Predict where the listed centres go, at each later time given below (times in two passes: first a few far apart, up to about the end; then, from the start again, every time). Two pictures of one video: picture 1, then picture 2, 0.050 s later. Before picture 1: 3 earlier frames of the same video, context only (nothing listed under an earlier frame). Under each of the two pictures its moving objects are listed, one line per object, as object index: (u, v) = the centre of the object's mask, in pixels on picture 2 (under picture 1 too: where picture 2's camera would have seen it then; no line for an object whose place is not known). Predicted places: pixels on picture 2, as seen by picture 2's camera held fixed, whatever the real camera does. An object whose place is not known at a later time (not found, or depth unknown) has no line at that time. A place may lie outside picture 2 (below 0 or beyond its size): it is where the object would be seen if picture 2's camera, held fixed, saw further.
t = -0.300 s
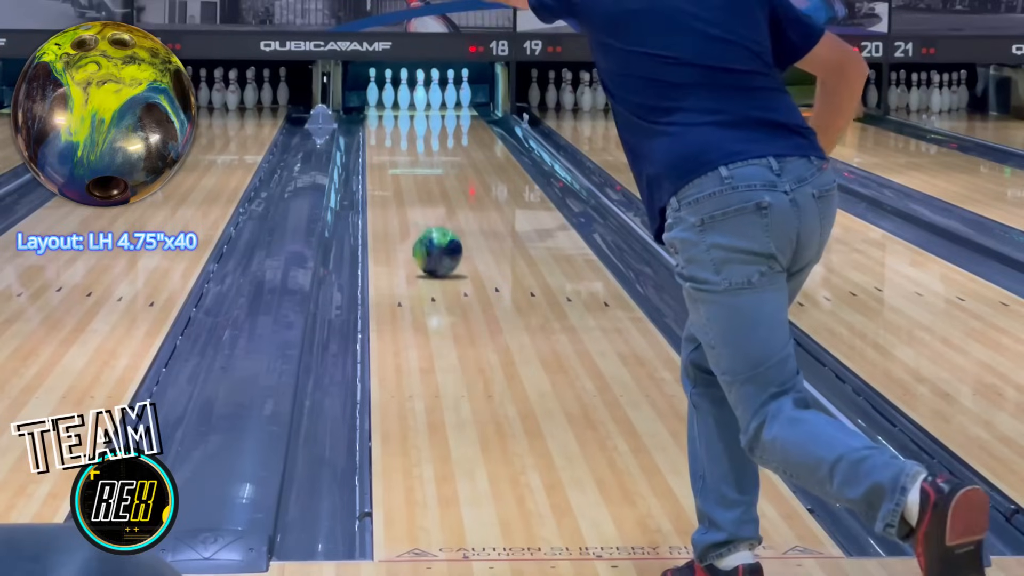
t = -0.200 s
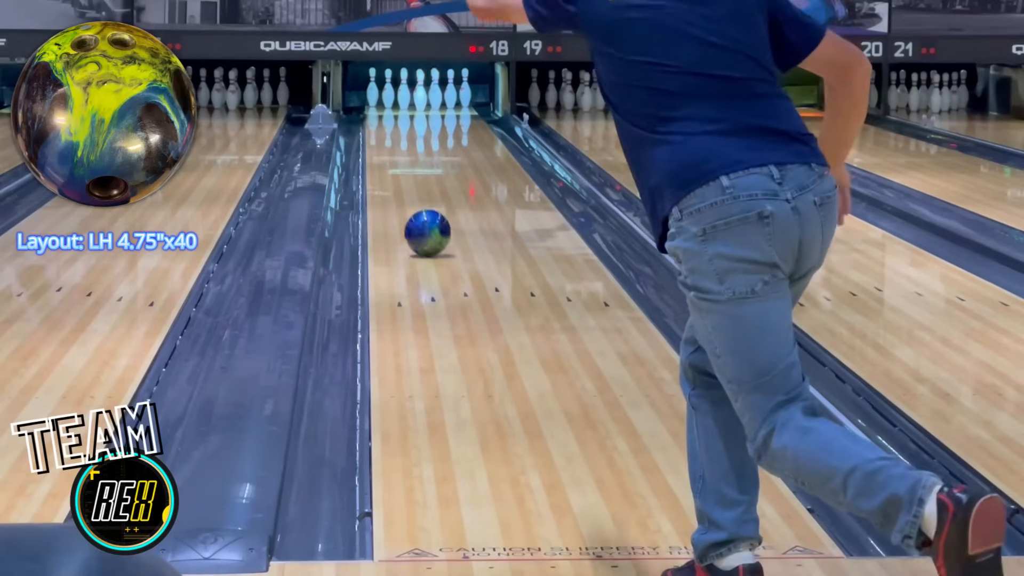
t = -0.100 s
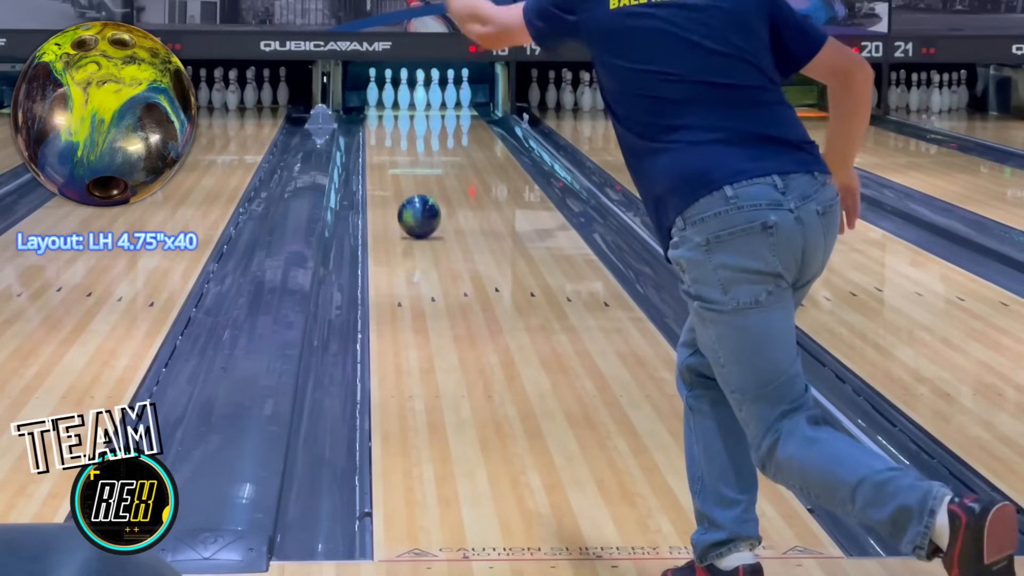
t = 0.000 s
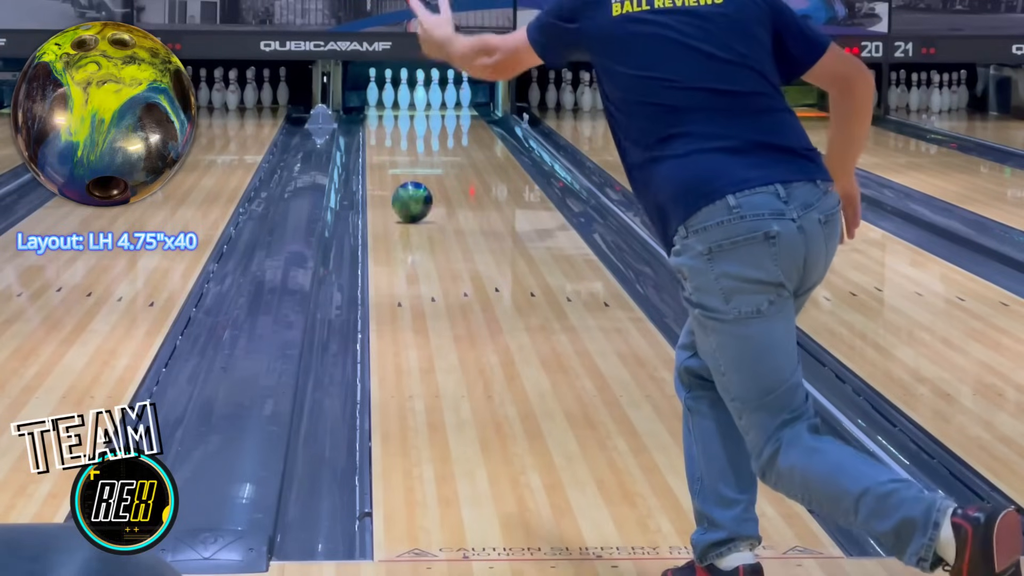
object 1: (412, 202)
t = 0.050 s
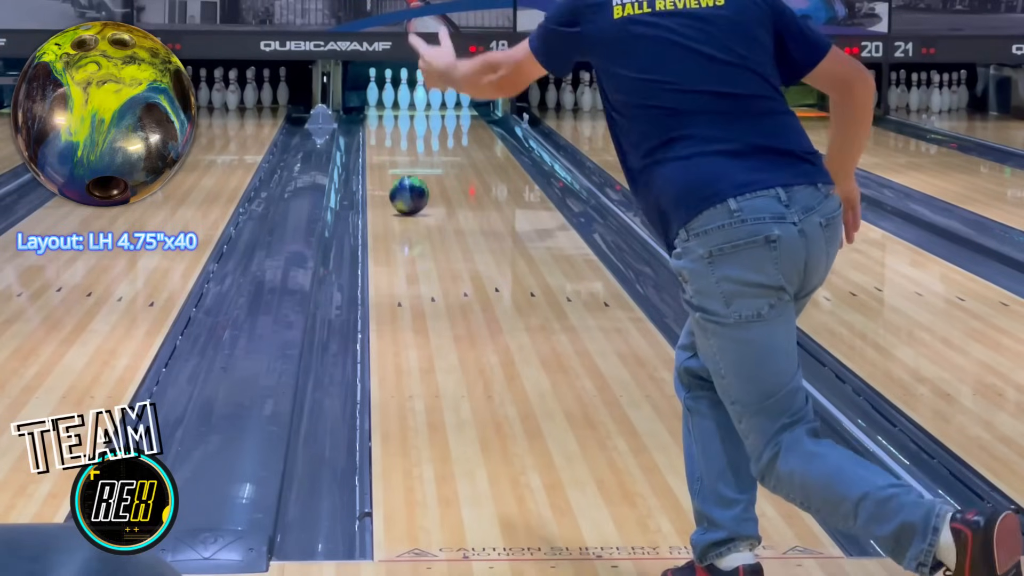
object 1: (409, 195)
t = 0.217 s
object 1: (400, 176)
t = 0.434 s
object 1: (392, 155)
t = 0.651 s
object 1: (387, 139)
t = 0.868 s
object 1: (387, 126)
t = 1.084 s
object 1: (393, 115)
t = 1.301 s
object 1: (403, 106)
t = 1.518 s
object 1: (409, 99)
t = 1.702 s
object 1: (407, 96)
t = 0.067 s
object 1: (408, 193)
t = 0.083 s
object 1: (407, 191)
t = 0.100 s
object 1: (406, 189)
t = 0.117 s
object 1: (405, 187)
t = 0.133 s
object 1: (404, 185)
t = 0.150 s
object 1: (403, 183)
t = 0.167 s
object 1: (403, 181)
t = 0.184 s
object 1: (402, 179)
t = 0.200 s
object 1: (401, 178)
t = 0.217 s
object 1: (400, 176)
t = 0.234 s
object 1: (399, 174)
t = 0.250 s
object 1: (399, 172)
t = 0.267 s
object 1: (398, 171)
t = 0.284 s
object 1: (397, 169)
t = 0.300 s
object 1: (396, 167)
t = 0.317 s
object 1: (396, 166)
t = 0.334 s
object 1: (395, 164)
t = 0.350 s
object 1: (395, 163)
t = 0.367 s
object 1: (394, 162)
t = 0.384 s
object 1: (394, 160)
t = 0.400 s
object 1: (393, 158)
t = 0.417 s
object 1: (393, 157)
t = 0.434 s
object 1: (392, 155)
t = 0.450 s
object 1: (391, 154)
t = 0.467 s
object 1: (391, 153)
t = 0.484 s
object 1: (390, 151)
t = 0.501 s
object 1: (390, 150)
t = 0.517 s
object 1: (390, 149)
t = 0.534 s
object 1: (389, 148)
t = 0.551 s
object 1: (389, 146)
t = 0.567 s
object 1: (389, 145)
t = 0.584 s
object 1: (388, 144)
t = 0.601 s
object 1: (388, 142)
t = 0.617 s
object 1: (388, 141)
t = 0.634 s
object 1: (387, 140)
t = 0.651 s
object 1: (387, 139)
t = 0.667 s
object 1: (387, 138)
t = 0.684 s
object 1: (387, 137)
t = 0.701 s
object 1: (386, 136)
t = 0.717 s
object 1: (386, 135)
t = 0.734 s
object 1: (386, 134)
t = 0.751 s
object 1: (386, 132)
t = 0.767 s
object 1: (386, 132)
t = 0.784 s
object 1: (386, 131)
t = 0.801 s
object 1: (386, 129)
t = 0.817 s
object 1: (387, 128)
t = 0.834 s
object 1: (387, 128)
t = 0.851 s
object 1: (387, 127)
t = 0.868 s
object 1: (387, 126)
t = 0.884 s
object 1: (387, 125)
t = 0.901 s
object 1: (387, 124)
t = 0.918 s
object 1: (388, 123)
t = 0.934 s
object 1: (388, 122)
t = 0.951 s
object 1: (389, 121)
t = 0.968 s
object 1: (389, 120)
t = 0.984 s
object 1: (390, 120)
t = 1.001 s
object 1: (390, 119)
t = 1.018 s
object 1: (390, 118)
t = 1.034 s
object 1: (391, 117)
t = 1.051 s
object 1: (391, 116)
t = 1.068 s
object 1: (392, 116)
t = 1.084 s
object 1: (393, 115)
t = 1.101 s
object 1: (394, 114)
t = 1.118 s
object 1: (394, 113)
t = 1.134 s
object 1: (395, 113)
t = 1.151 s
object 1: (395, 112)
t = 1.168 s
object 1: (396, 111)
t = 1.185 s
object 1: (397, 111)
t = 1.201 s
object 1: (398, 110)
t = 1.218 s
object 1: (398, 109)
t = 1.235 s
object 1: (400, 108)
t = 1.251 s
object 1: (400, 108)
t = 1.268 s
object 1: (401, 108)
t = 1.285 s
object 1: (402, 107)
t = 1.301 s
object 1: (403, 106)
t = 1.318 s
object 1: (404, 106)
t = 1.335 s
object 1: (405, 105)
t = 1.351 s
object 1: (406, 104)
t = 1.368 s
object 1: (407, 103)
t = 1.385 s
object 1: (407, 103)
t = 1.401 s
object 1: (408, 102)
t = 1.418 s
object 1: (409, 102)
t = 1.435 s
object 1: (410, 101)
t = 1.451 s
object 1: (411, 100)
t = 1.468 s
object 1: (410, 100)
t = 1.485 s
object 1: (409, 100)
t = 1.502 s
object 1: (409, 99)
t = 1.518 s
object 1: (409, 99)
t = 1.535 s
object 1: (410, 99)
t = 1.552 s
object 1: (411, 98)
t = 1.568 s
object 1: (410, 98)
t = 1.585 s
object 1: (410, 97)
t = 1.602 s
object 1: (410, 97)
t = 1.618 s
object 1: (410, 96)
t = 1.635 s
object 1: (408, 97)
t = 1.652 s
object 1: (407, 96)
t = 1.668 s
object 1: (409, 97)
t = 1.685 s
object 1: (407, 96)
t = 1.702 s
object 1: (407, 96)
